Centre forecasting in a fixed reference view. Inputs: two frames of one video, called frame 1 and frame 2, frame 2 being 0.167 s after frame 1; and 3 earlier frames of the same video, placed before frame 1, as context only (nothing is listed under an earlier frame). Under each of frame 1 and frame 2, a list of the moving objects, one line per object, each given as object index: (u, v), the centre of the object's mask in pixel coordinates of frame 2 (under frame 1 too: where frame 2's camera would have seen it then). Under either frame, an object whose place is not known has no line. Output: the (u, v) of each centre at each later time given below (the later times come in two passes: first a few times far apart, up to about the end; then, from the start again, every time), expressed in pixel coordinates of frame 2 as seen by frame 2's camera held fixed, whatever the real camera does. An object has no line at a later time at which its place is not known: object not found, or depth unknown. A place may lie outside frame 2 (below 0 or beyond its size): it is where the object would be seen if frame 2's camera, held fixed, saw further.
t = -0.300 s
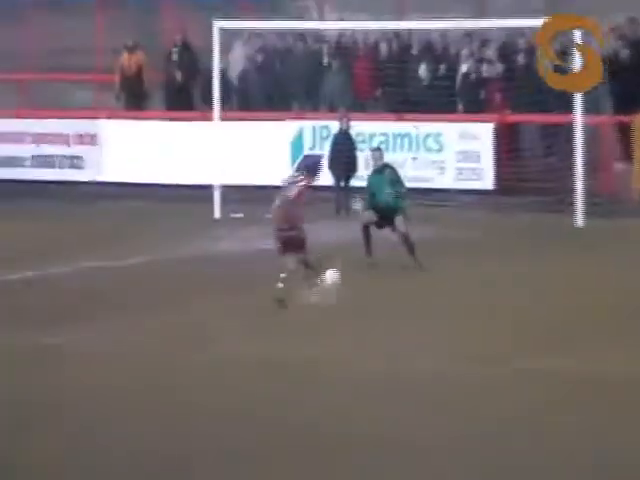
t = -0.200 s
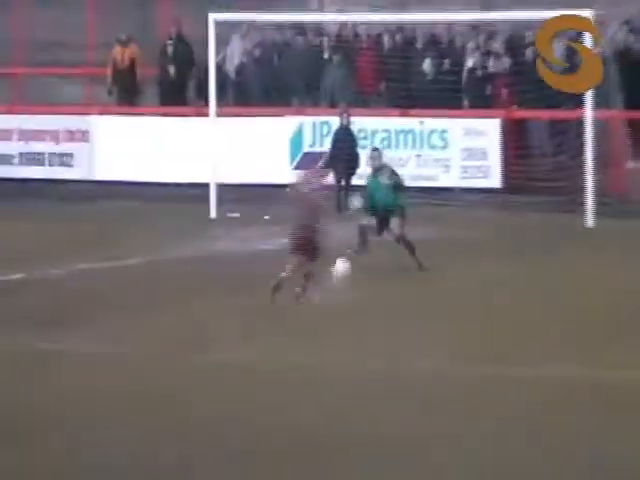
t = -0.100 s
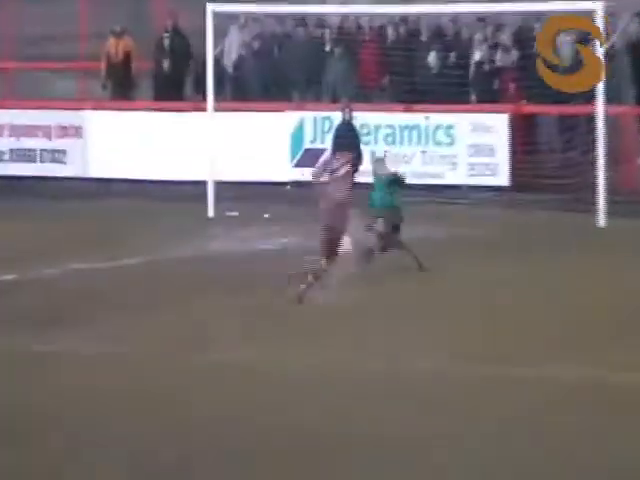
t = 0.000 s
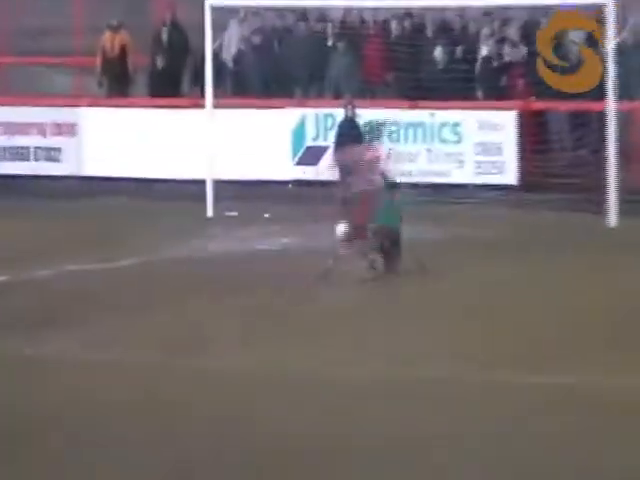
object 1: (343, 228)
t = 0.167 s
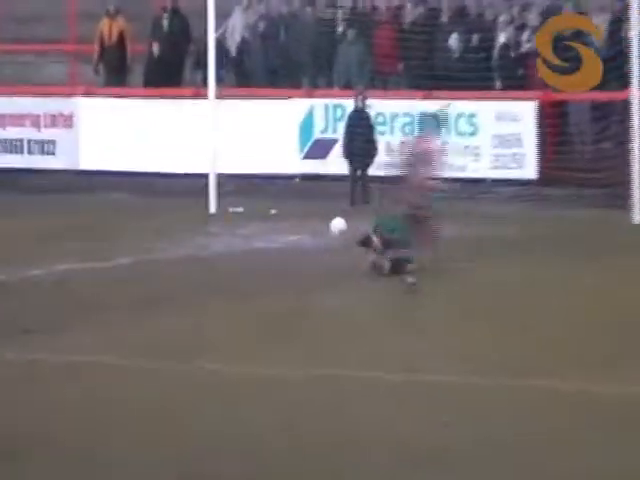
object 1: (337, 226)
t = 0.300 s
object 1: (329, 219)
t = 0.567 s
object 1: (320, 195)
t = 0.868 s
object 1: (310, 198)
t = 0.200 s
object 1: (335, 225)
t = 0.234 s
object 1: (333, 224)
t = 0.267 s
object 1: (331, 222)
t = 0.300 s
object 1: (329, 219)
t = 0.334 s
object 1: (328, 217)
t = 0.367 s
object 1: (327, 215)
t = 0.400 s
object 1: (325, 213)
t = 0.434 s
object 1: (322, 210)
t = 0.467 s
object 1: (320, 207)
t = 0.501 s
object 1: (320, 200)
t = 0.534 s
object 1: (320, 197)
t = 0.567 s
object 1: (320, 195)
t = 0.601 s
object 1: (318, 193)
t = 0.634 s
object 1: (317, 192)
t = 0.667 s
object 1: (314, 191)
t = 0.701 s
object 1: (314, 193)
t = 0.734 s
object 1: (311, 195)
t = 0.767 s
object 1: (305, 198)
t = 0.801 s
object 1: (303, 198)
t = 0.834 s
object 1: (311, 198)
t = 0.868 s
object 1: (310, 198)
